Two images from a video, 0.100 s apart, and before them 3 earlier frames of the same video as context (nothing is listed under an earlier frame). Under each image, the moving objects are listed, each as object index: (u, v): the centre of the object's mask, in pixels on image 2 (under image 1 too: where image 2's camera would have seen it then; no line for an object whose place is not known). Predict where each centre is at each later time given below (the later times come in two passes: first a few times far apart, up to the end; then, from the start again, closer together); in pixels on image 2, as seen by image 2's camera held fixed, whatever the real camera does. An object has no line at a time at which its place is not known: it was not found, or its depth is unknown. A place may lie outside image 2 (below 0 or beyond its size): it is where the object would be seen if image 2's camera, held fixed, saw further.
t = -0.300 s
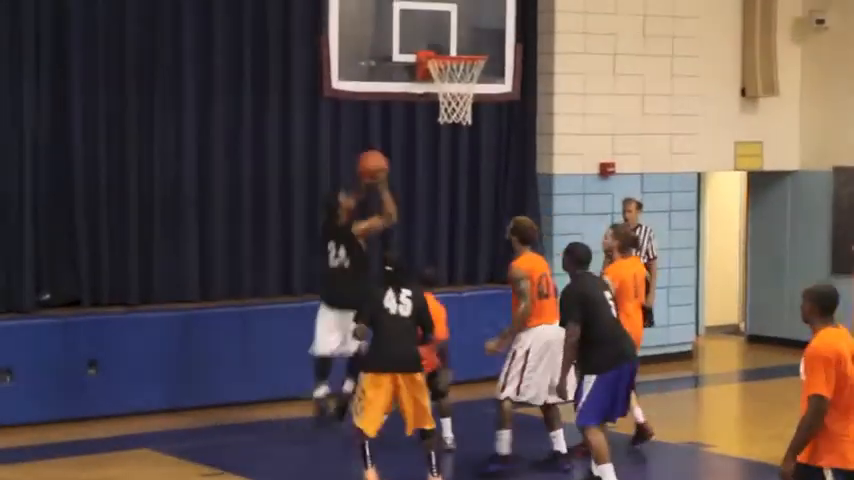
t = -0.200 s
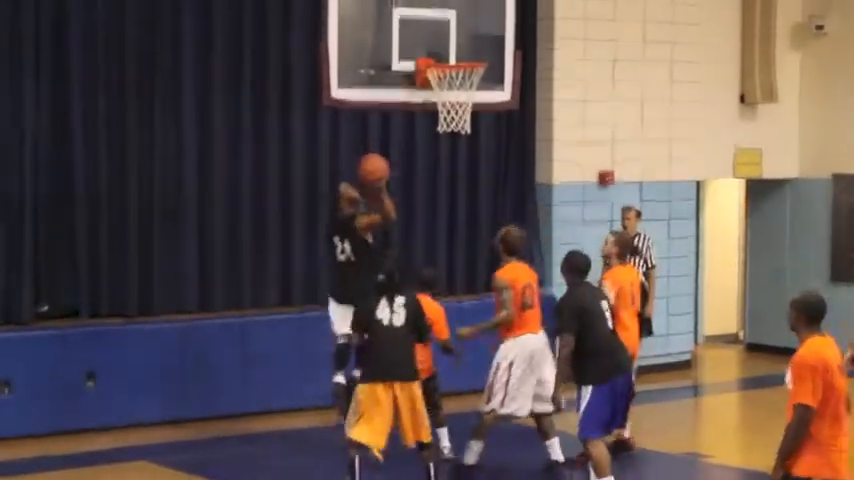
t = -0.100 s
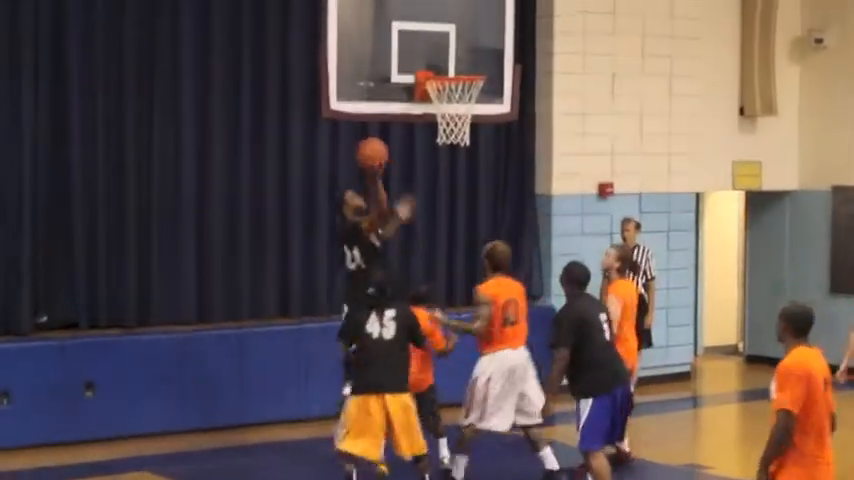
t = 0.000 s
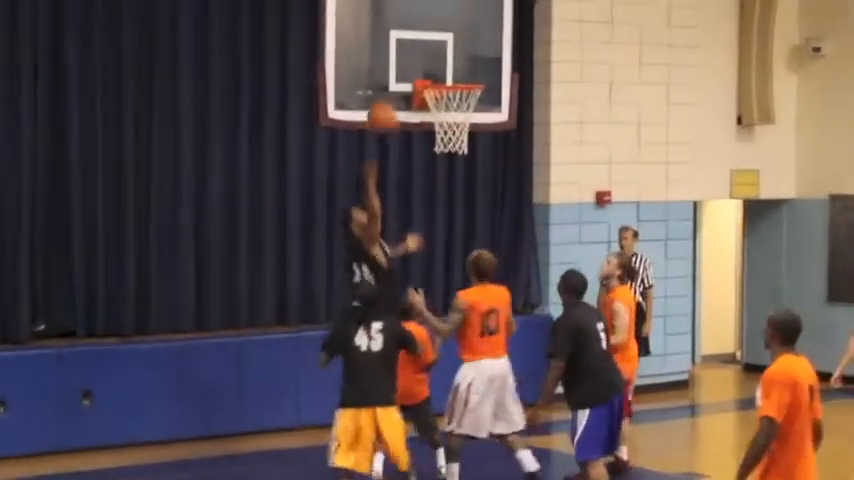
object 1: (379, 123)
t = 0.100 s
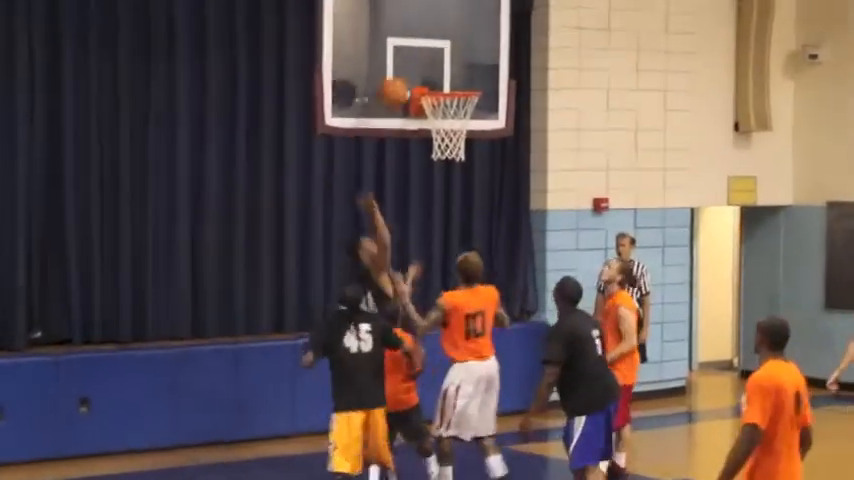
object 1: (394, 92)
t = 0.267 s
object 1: (414, 67)
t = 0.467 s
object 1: (440, 79)
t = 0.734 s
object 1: (469, 135)
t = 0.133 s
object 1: (397, 84)
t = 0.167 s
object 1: (401, 78)
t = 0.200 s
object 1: (407, 73)
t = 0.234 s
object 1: (411, 69)
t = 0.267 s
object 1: (414, 67)
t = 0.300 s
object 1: (418, 67)
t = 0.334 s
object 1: (422, 66)
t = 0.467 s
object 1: (440, 79)
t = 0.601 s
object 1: (458, 98)
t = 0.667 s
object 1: (462, 119)
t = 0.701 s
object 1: (467, 127)
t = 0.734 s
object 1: (469, 135)
